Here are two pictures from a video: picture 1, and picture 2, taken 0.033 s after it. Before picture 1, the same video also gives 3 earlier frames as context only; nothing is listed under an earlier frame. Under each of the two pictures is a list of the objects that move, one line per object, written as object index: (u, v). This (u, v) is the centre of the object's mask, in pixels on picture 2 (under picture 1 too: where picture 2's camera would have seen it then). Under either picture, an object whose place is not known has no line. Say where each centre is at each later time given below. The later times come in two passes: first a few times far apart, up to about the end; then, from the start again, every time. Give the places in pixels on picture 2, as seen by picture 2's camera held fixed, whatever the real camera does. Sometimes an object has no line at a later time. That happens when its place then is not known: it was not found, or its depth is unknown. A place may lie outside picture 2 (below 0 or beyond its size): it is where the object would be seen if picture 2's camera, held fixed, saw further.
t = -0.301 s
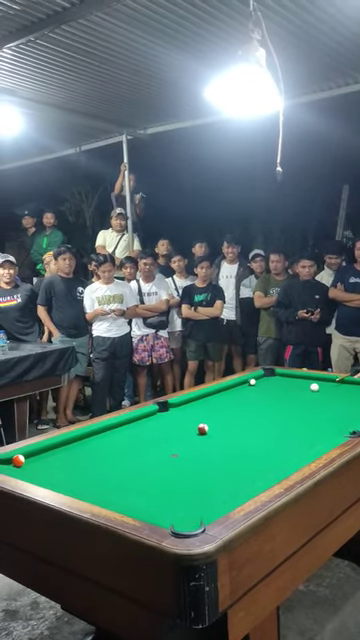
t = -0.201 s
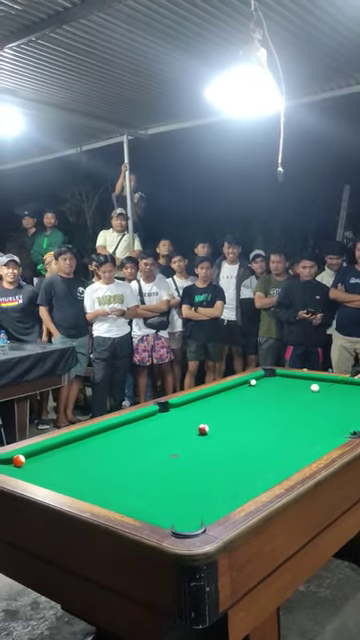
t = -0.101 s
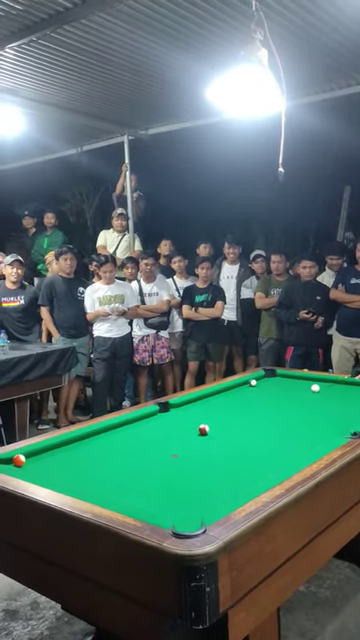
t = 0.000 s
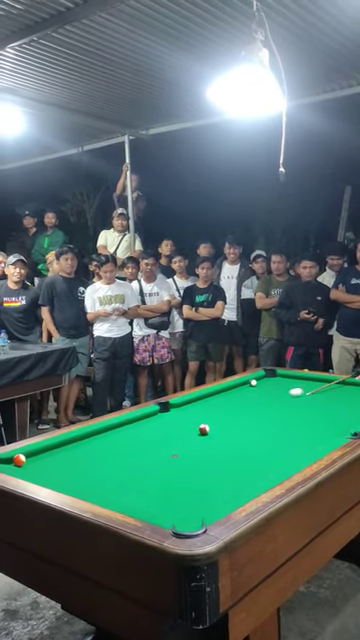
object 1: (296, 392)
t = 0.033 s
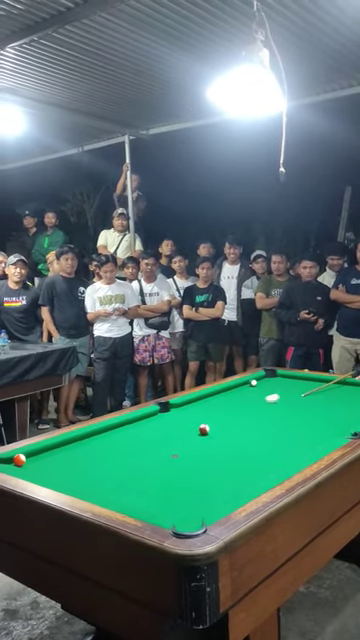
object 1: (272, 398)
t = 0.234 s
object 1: (99, 440)
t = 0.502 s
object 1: (49, 457)
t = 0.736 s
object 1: (72, 455)
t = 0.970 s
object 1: (91, 453)
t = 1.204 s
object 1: (109, 451)
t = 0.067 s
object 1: (247, 404)
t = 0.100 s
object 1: (221, 410)
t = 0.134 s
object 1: (193, 417)
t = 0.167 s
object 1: (164, 424)
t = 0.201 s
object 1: (133, 432)
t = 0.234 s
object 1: (99, 440)
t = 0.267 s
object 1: (64, 449)
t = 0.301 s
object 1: (31, 457)
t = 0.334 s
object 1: (33, 458)
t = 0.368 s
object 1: (36, 457)
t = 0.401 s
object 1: (39, 457)
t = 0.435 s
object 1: (43, 457)
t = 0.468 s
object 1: (46, 457)
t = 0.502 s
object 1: (49, 457)
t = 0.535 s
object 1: (53, 456)
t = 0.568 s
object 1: (56, 456)
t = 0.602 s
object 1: (59, 456)
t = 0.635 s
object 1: (62, 455)
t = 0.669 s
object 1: (65, 455)
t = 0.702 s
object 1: (68, 455)
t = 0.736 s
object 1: (72, 455)
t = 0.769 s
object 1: (75, 455)
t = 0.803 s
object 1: (77, 454)
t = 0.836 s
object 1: (80, 454)
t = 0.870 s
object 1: (83, 453)
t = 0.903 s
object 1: (86, 453)
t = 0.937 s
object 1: (89, 452)
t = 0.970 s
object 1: (91, 453)
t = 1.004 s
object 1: (94, 452)
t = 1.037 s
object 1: (97, 452)
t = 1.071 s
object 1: (99, 451)
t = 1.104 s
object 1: (102, 451)
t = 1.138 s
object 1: (104, 451)
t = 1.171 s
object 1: (107, 451)
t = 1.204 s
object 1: (109, 451)
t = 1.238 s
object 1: (111, 450)
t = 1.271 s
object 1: (114, 451)
